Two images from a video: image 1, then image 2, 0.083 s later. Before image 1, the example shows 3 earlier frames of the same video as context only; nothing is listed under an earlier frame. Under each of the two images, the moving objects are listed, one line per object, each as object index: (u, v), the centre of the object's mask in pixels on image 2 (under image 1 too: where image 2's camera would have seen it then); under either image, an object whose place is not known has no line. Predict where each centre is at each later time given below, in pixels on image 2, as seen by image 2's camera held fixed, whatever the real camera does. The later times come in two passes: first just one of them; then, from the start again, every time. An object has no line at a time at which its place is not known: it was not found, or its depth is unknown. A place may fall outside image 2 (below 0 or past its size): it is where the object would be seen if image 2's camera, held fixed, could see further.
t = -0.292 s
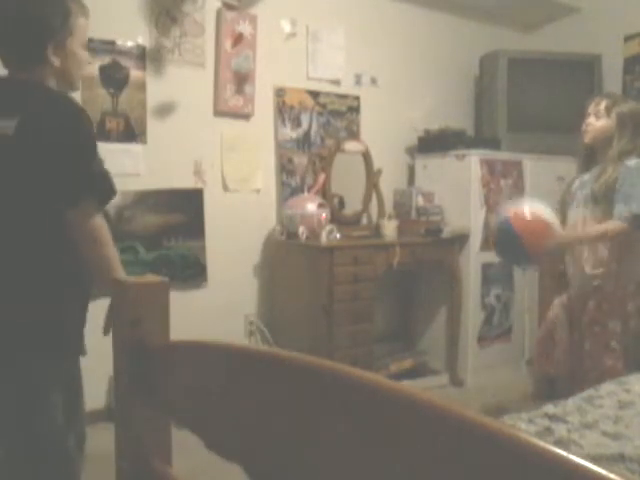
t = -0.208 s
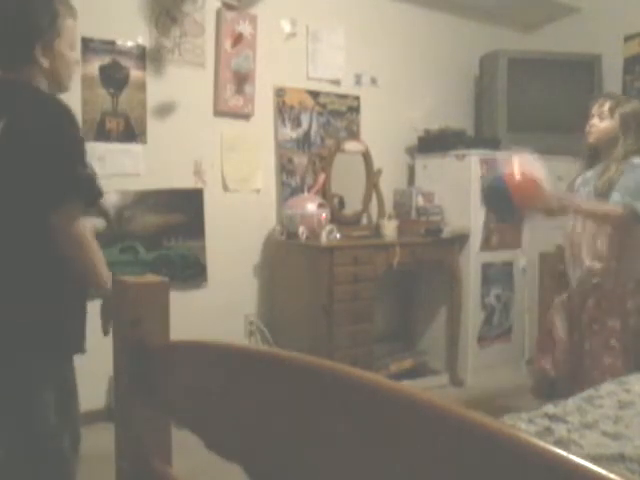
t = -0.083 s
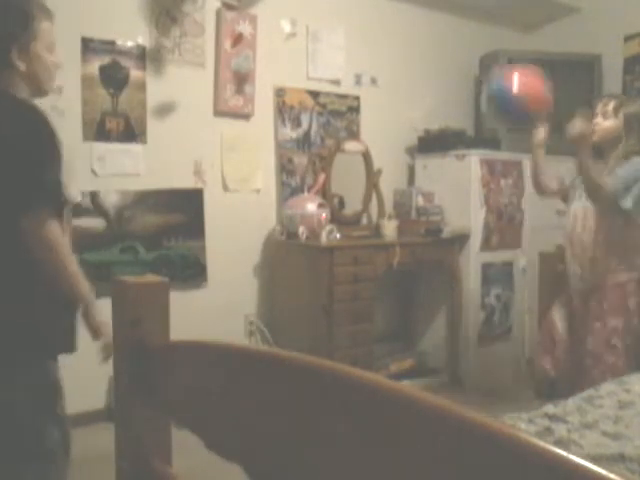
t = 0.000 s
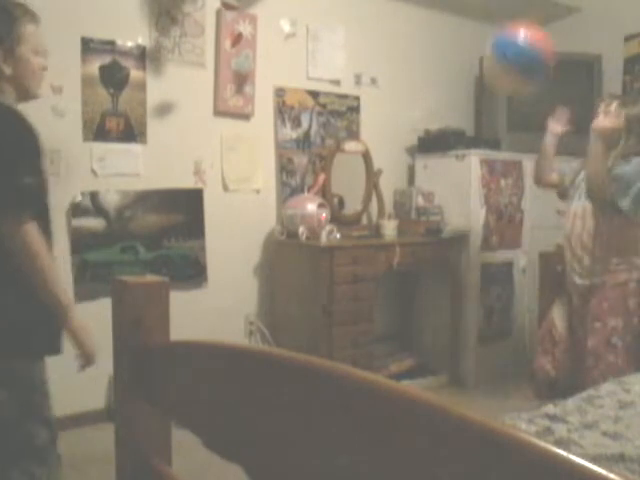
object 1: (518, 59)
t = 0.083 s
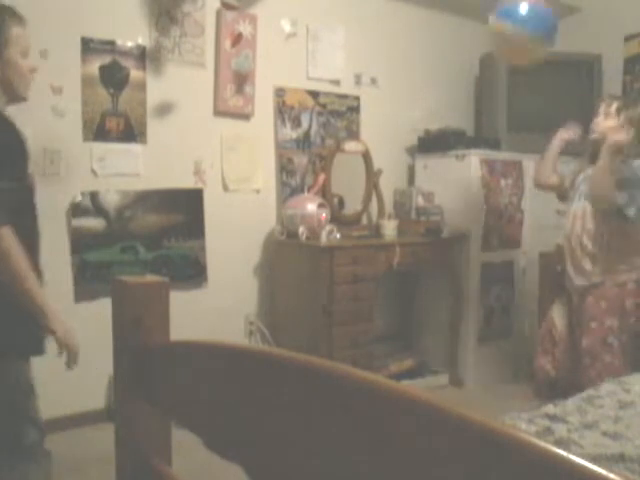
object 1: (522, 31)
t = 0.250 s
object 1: (527, 21)
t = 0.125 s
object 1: (523, 25)
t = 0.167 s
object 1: (524, 23)
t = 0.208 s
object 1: (526, 22)
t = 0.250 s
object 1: (527, 21)
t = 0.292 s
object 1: (530, 23)
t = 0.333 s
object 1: (532, 26)
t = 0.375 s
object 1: (535, 28)
